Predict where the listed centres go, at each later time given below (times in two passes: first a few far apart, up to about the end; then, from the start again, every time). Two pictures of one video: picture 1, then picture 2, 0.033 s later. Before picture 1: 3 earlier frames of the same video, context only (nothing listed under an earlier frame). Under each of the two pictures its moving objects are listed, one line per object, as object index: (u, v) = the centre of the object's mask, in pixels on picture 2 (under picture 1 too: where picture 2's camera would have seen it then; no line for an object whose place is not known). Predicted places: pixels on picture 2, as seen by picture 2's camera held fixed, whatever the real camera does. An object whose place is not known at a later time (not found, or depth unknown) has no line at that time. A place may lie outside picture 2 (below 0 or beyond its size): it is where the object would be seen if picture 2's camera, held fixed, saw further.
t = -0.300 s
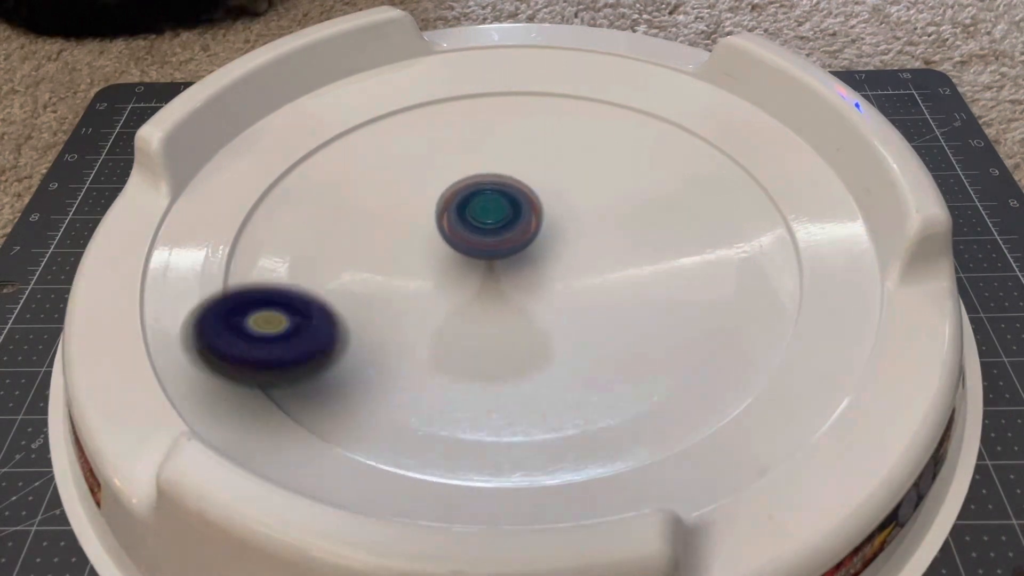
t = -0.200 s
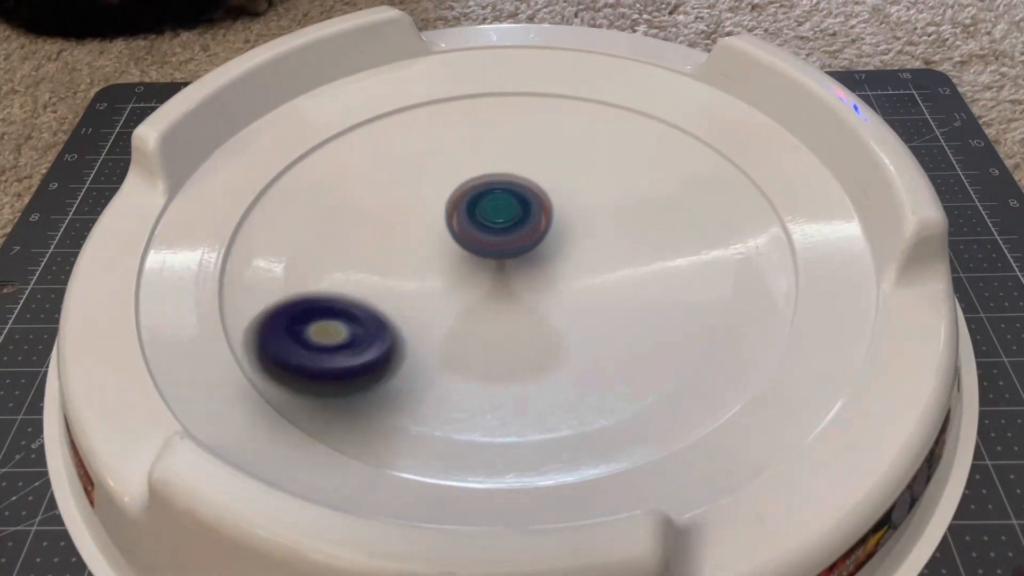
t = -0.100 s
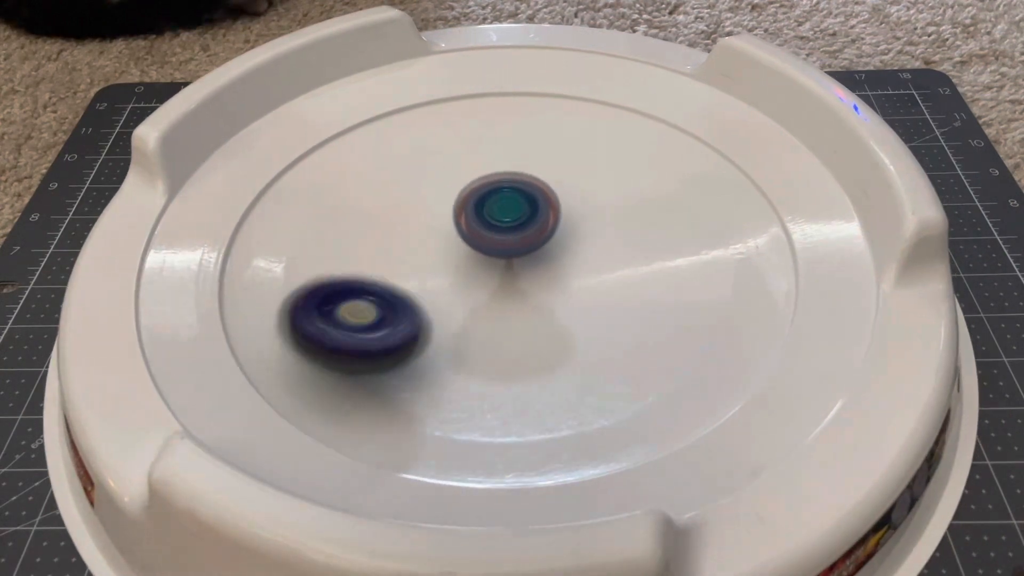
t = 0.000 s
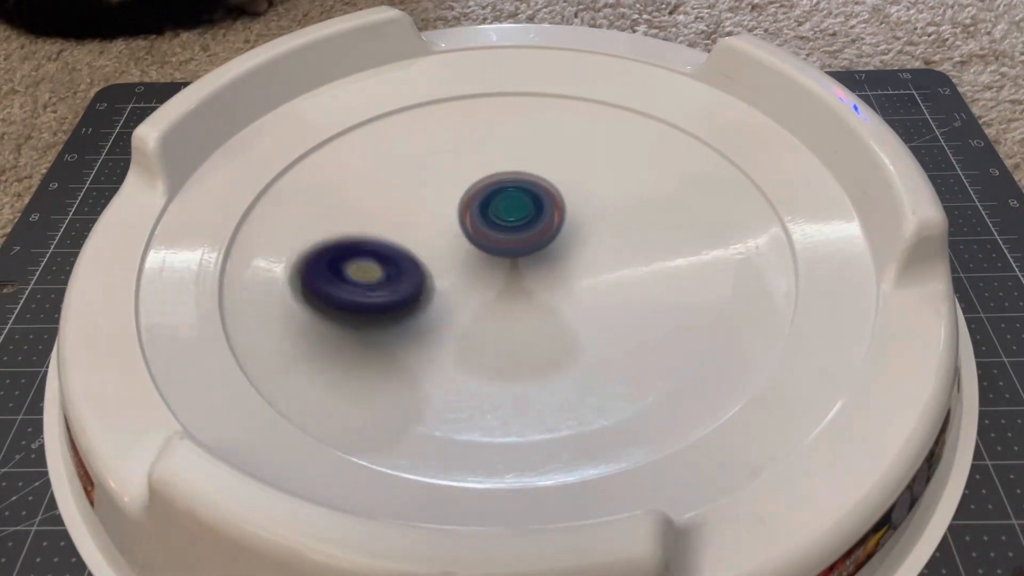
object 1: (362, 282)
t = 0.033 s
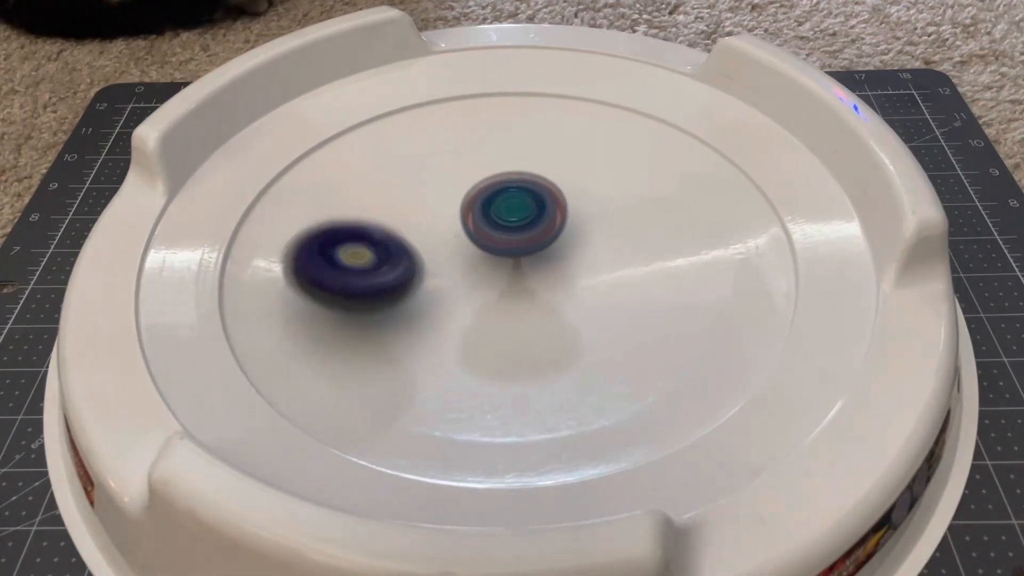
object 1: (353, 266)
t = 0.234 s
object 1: (233, 229)
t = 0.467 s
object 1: (459, 283)
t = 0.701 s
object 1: (336, 119)
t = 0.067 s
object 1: (340, 252)
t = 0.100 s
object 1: (323, 240)
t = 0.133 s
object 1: (304, 231)
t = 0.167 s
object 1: (281, 227)
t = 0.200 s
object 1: (255, 225)
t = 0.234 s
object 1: (233, 229)
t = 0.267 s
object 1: (242, 255)
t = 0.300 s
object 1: (251, 281)
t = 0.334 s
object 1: (279, 303)
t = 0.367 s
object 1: (317, 313)
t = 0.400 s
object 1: (367, 314)
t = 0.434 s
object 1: (419, 303)
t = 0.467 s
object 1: (459, 283)
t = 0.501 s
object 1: (457, 265)
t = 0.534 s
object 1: (454, 240)
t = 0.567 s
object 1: (444, 211)
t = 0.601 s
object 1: (427, 183)
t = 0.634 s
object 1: (403, 159)
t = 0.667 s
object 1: (373, 136)
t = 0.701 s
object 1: (336, 119)
